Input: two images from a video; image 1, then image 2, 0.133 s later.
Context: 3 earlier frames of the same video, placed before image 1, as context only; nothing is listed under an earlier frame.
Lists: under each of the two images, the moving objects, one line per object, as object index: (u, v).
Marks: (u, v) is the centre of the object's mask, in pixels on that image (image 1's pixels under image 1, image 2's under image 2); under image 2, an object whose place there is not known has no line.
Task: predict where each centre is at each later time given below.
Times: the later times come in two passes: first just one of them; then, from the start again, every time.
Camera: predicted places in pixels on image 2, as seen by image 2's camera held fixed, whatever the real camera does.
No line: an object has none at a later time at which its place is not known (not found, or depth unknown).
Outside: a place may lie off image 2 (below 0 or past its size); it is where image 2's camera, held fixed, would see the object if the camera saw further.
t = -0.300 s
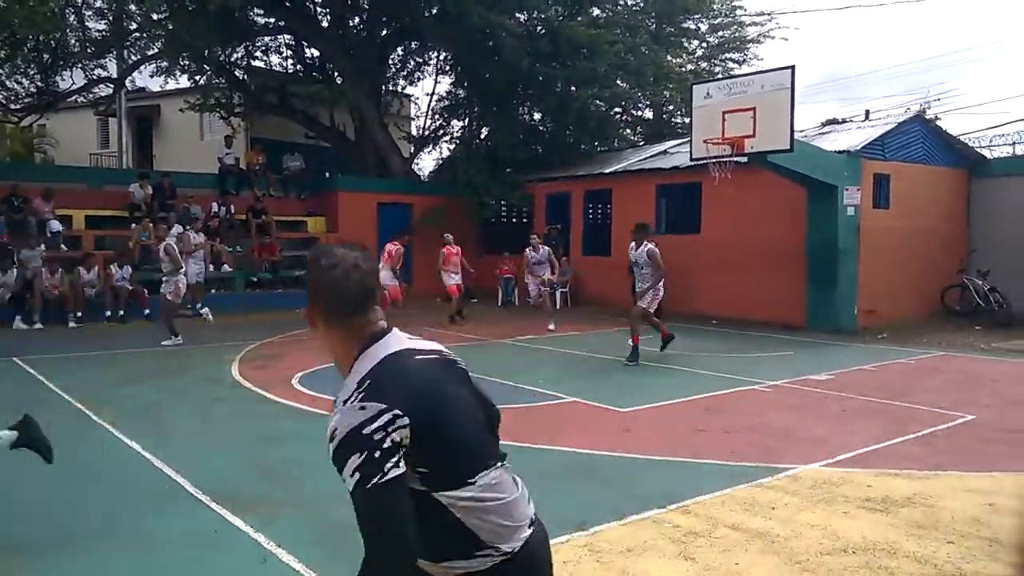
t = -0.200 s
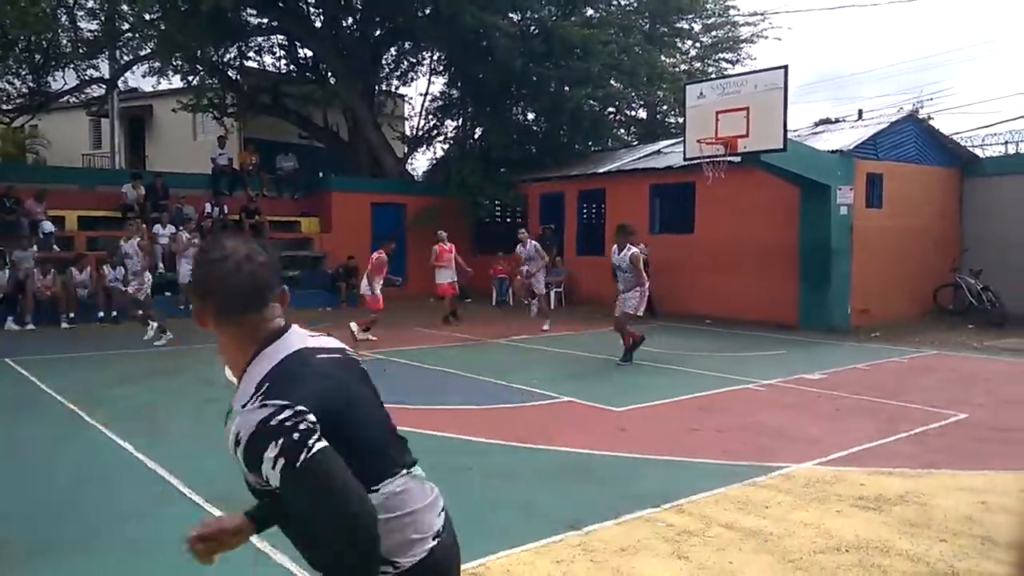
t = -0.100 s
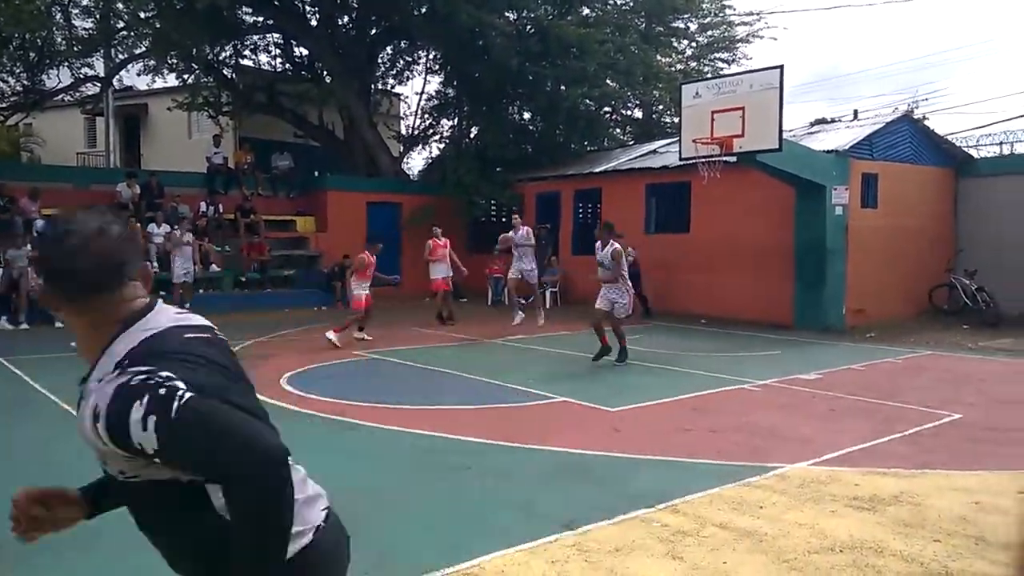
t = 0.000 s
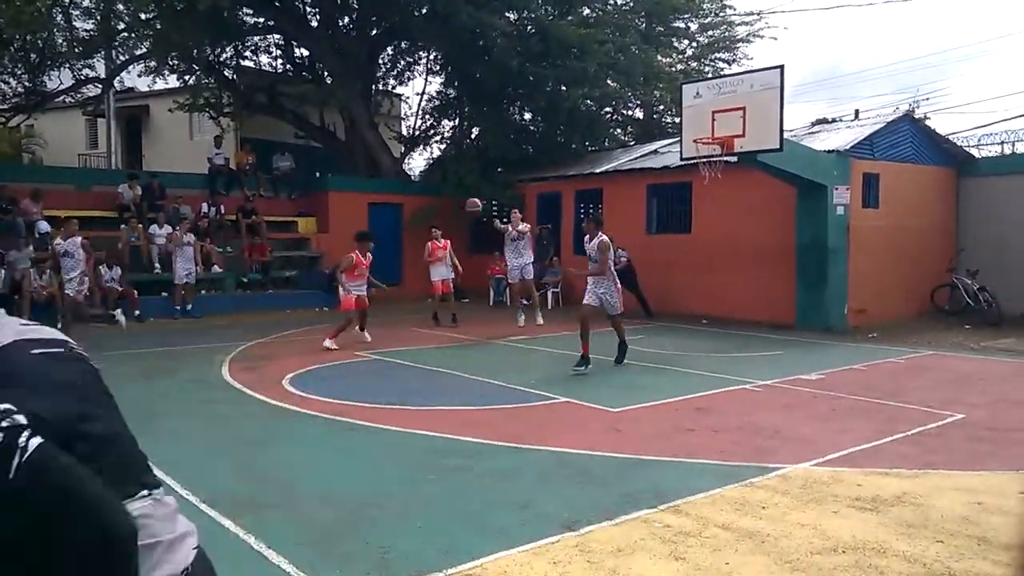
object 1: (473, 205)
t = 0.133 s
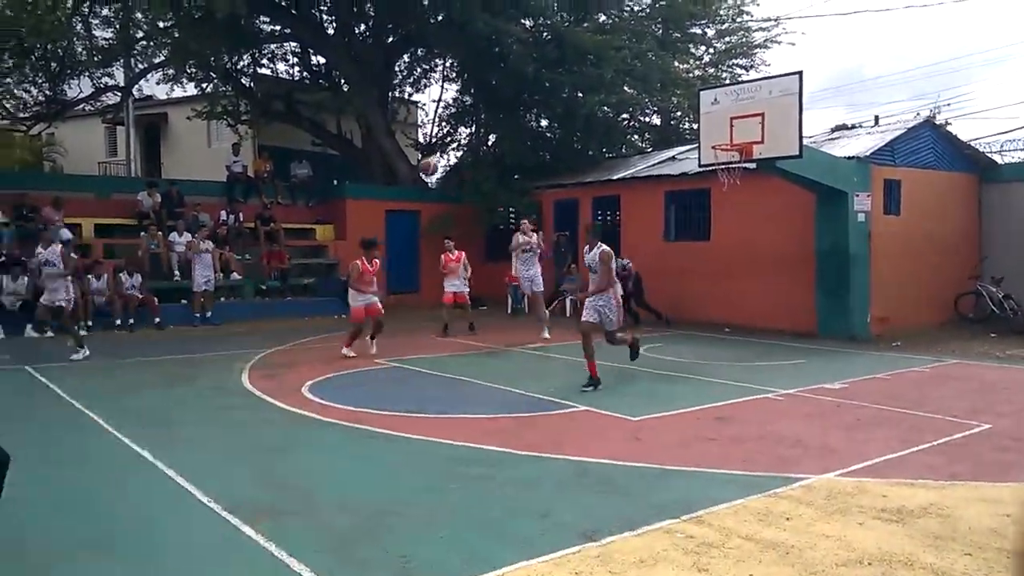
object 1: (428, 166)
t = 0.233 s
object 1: (369, 130)
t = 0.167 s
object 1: (411, 155)
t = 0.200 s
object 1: (391, 142)
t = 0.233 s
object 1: (369, 130)
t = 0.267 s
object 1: (346, 118)
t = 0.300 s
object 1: (322, 105)
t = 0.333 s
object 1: (296, 93)
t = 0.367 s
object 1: (268, 82)
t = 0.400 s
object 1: (234, 69)
